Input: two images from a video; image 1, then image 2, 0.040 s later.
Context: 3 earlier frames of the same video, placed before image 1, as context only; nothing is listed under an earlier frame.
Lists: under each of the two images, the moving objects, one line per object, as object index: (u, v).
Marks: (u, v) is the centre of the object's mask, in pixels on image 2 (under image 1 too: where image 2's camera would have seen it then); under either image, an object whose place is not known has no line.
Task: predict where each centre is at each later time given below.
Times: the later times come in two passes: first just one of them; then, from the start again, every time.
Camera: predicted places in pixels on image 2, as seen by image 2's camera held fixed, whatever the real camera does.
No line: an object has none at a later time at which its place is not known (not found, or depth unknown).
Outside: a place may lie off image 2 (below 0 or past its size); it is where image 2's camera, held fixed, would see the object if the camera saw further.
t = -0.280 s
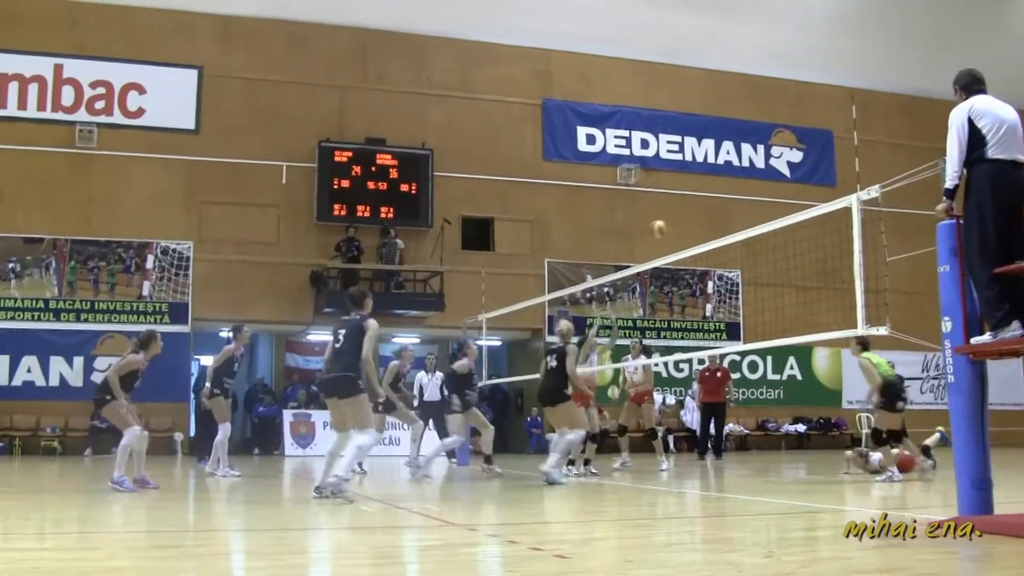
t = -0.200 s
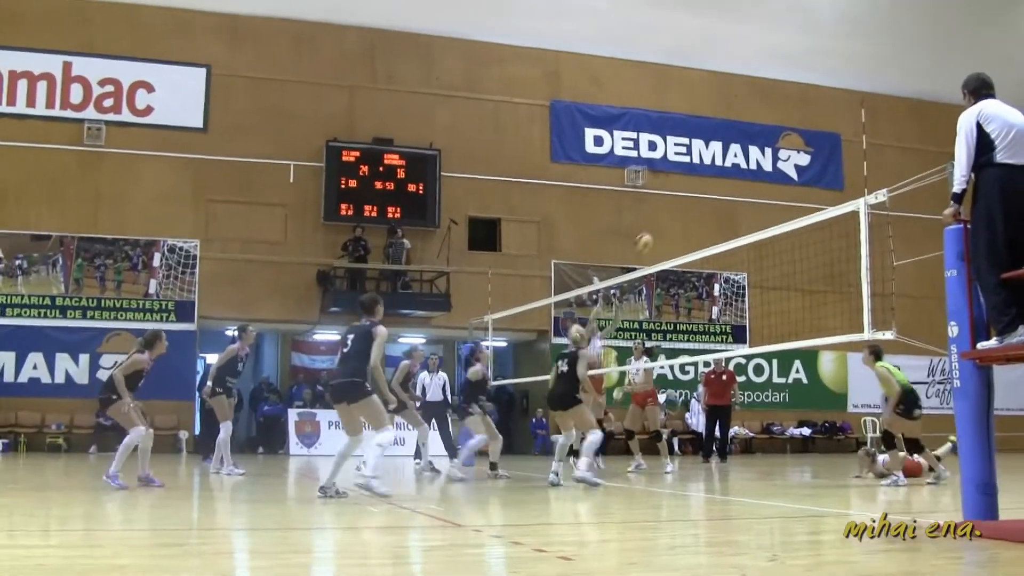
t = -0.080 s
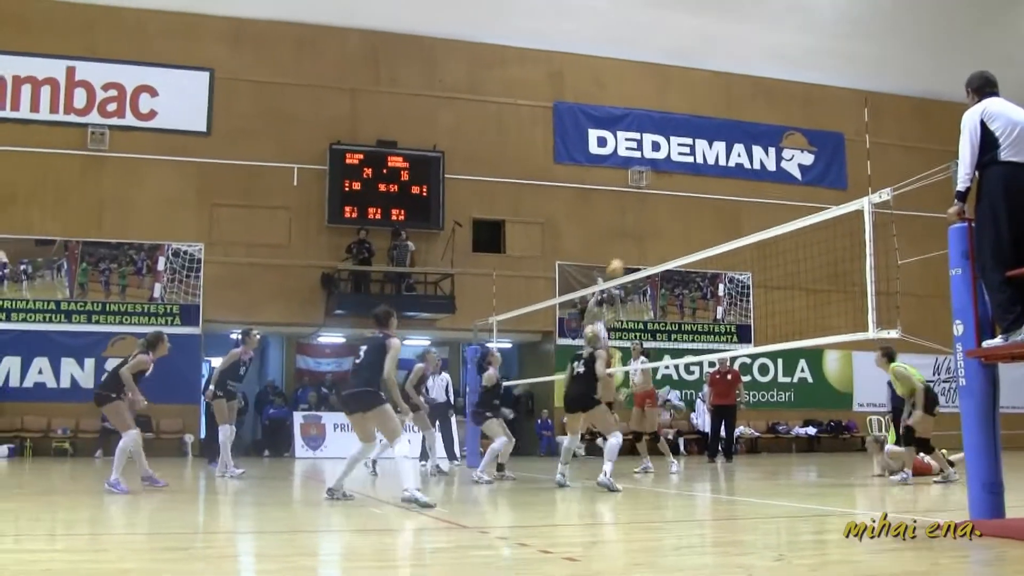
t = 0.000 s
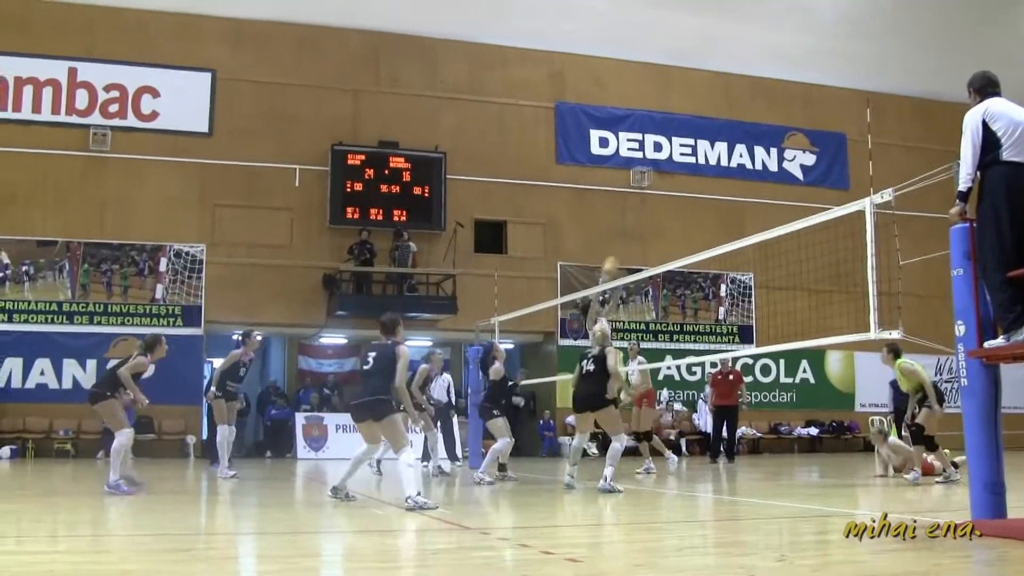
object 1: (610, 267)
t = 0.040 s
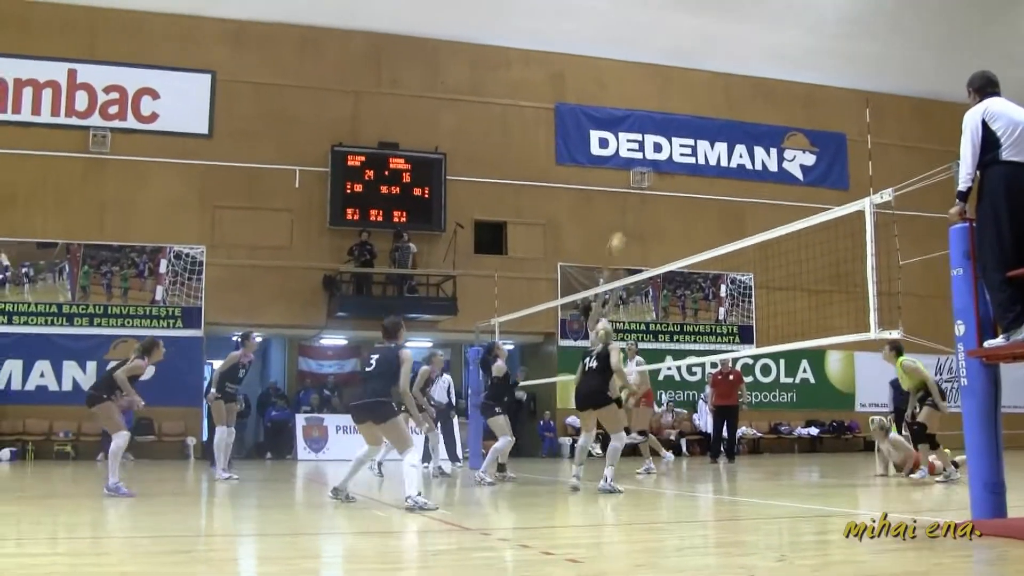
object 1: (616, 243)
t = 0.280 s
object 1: (656, 118)
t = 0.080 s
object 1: (623, 220)
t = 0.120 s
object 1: (629, 197)
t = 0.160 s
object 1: (636, 177)
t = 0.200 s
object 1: (642, 156)
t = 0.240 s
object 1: (649, 134)
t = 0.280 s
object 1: (656, 118)
